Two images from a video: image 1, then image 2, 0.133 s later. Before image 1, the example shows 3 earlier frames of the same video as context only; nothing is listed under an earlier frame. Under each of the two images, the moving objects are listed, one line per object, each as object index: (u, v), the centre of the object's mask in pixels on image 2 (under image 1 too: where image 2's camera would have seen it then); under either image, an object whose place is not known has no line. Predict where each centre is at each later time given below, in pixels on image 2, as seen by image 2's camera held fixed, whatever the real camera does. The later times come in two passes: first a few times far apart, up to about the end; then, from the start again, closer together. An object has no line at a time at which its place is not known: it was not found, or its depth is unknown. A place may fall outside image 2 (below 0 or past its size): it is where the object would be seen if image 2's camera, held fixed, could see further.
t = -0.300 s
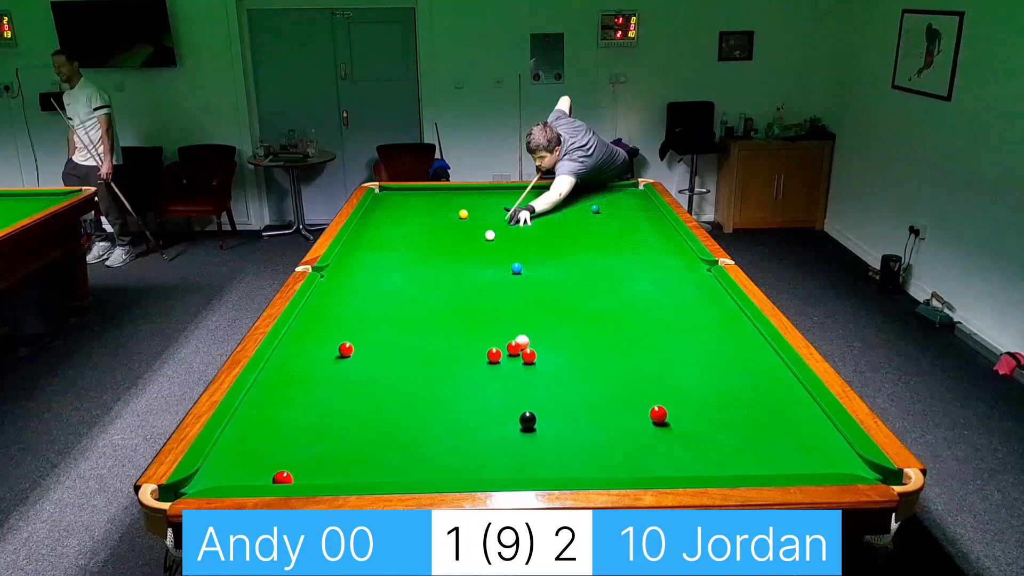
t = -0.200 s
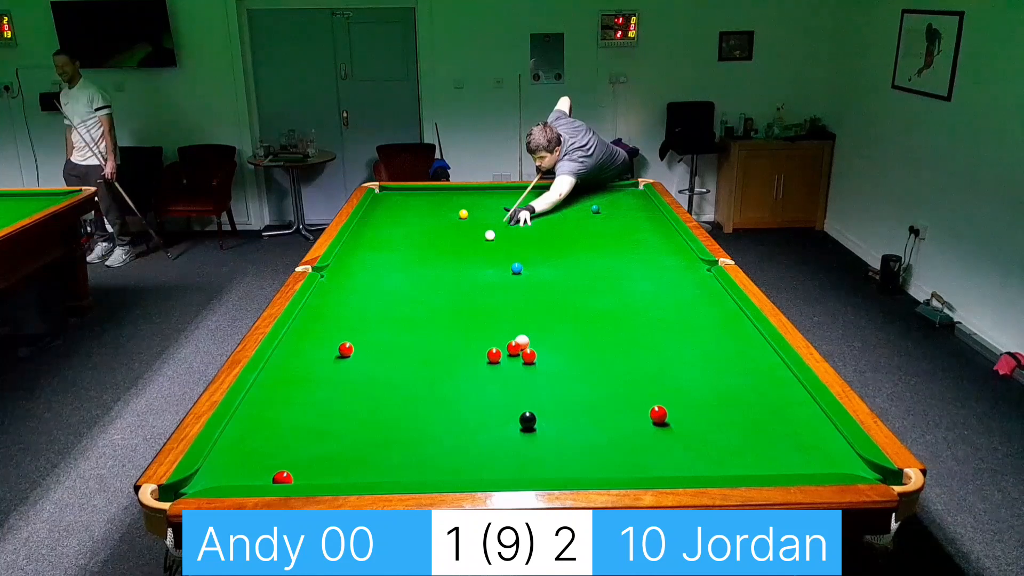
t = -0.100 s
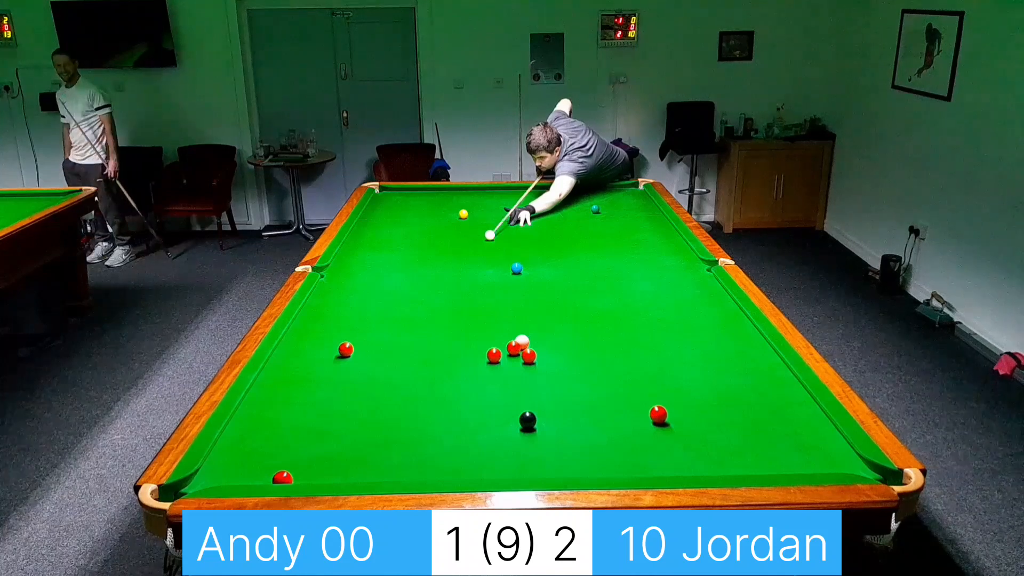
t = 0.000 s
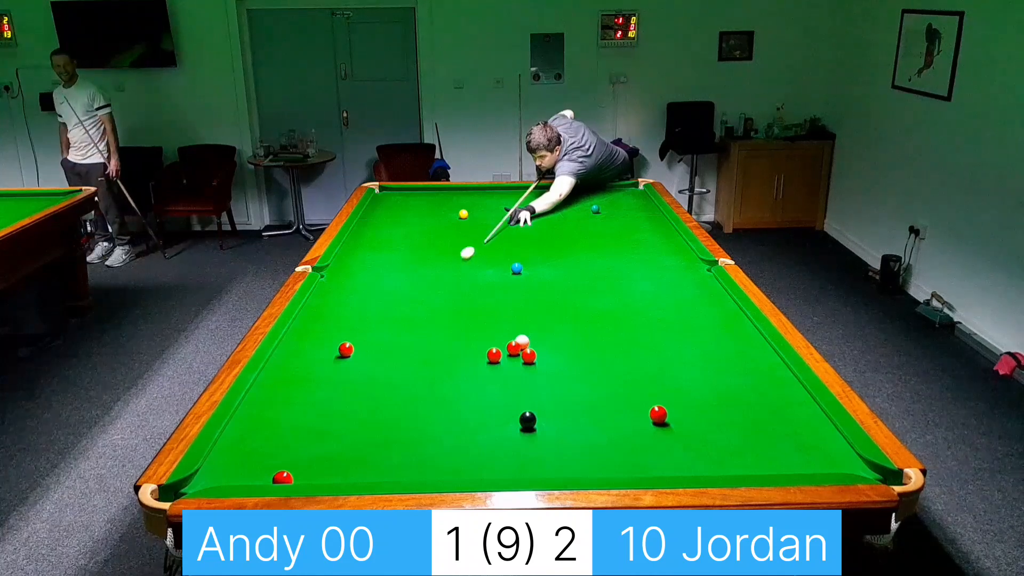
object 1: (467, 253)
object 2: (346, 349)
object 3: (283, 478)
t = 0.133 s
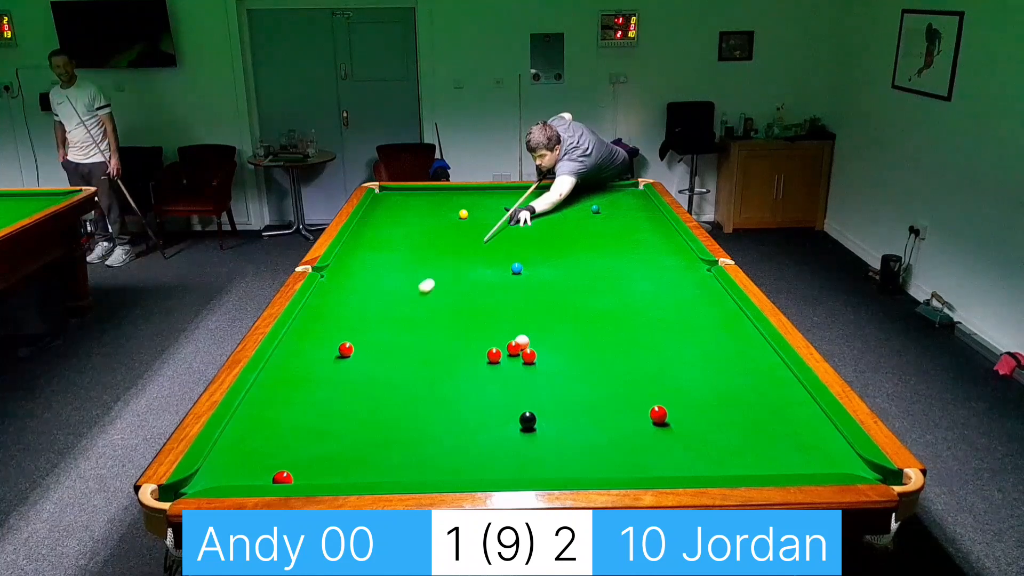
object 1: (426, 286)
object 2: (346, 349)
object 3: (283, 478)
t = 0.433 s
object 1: (361, 348)
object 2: (280, 391)
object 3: (283, 478)
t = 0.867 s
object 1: (375, 365)
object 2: (269, 463)
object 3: (344, 461)
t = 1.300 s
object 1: (390, 381)
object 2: (297, 428)
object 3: (442, 422)
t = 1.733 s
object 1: (404, 397)
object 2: (319, 400)
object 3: (520, 392)
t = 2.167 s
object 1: (419, 412)
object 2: (338, 379)
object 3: (584, 367)
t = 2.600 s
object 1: (432, 425)
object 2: (353, 361)
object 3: (638, 347)
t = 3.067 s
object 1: (444, 438)
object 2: (367, 346)
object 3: (686, 328)
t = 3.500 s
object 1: (454, 447)
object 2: (377, 334)
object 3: (725, 314)
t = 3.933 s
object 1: (462, 454)
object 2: (386, 325)
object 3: (712, 304)
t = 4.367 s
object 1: (467, 459)
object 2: (393, 319)
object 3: (684, 297)
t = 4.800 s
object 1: (470, 460)
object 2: (399, 313)
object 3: (660, 291)
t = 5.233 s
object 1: (470, 460)
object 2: (403, 310)
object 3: (641, 286)
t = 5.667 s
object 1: (470, 460)
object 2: (406, 308)
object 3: (626, 282)
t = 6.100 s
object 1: (470, 460)
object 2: (407, 307)
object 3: (615, 279)
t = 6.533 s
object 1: (470, 460)
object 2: (407, 307)
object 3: (606, 277)
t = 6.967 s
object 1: (470, 460)
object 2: (407, 307)
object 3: (600, 276)
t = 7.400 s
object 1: (470, 460)
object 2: (407, 307)
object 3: (597, 276)
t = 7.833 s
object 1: (470, 460)
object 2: (407, 307)
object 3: (597, 275)
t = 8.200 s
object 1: (470, 460)
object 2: (407, 307)
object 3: (597, 276)
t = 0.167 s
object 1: (415, 295)
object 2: (346, 349)
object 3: (283, 478)
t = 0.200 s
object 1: (403, 305)
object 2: (346, 349)
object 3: (283, 478)
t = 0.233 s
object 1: (390, 315)
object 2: (346, 349)
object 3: (283, 478)
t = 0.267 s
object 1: (376, 326)
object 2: (346, 349)
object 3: (283, 478)
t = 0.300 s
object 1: (362, 338)
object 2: (346, 349)
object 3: (283, 478)
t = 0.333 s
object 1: (356, 344)
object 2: (338, 354)
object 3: (283, 478)
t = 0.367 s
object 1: (358, 346)
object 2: (319, 366)
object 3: (283, 478)
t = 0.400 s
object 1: (359, 347)
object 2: (301, 378)
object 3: (283, 478)
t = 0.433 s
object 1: (361, 348)
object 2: (280, 391)
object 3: (283, 478)
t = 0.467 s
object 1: (362, 349)
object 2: (260, 404)
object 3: (283, 478)
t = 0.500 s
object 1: (363, 351)
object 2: (241, 418)
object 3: (283, 478)
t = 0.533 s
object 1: (364, 352)
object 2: (245, 430)
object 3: (283, 478)
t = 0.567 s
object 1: (365, 353)
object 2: (250, 440)
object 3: (283, 478)
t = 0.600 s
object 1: (366, 354)
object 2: (256, 452)
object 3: (283, 478)
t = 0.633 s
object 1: (367, 356)
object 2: (261, 463)
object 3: (283, 478)
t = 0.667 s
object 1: (368, 357)
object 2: (266, 473)
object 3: (283, 478)
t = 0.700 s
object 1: (370, 358)
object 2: (261, 478)
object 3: (295, 477)
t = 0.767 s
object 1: (372, 361)
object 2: (262, 474)
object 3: (317, 471)
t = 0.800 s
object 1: (373, 362)
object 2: (265, 470)
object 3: (328, 467)
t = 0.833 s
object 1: (374, 363)
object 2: (267, 466)
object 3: (336, 464)
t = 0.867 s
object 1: (375, 365)
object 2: (269, 463)
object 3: (344, 461)
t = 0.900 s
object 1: (376, 366)
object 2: (271, 460)
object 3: (353, 457)
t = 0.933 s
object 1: (378, 367)
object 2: (274, 457)
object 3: (361, 454)
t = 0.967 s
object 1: (379, 368)
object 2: (276, 454)
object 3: (369, 451)
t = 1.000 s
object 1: (380, 370)
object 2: (278, 451)
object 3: (377, 448)
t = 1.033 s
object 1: (381, 371)
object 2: (280, 449)
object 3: (385, 445)
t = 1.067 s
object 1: (382, 372)
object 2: (282, 446)
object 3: (392, 442)
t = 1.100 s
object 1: (383, 373)
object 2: (285, 443)
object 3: (400, 439)
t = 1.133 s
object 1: (384, 375)
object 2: (287, 440)
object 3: (407, 436)
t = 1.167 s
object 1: (385, 376)
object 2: (289, 438)
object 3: (414, 433)
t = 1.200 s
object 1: (386, 377)
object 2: (291, 436)
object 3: (421, 430)
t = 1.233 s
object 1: (388, 379)
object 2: (293, 433)
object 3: (428, 428)
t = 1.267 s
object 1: (389, 380)
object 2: (295, 431)
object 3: (435, 425)
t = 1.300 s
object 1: (390, 381)
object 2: (297, 428)
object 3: (442, 422)
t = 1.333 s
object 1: (391, 382)
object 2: (299, 426)
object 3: (449, 420)
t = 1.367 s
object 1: (392, 383)
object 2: (301, 424)
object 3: (455, 417)
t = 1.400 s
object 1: (393, 385)
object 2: (302, 422)
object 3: (462, 415)
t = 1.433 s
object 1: (394, 386)
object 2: (304, 419)
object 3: (468, 412)
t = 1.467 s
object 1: (396, 387)
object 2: (306, 417)
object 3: (474, 410)
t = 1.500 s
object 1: (397, 388)
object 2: (308, 415)
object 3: (480, 407)
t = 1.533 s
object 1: (398, 390)
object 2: (309, 413)
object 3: (486, 406)
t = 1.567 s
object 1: (399, 391)
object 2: (311, 411)
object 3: (492, 403)
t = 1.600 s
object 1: (400, 392)
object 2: (313, 408)
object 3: (498, 401)
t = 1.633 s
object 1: (401, 393)
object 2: (315, 406)
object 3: (504, 399)
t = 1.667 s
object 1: (402, 394)
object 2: (316, 405)
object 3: (509, 396)
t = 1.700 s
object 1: (403, 396)
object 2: (318, 403)
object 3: (515, 394)
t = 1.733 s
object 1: (404, 397)
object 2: (319, 400)
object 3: (520, 392)
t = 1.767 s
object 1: (405, 398)
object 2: (321, 399)
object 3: (526, 390)
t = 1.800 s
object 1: (407, 399)
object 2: (322, 397)
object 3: (531, 388)
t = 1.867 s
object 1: (409, 402)
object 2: (325, 393)
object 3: (541, 384)
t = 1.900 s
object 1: (410, 403)
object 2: (327, 392)
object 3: (546, 382)
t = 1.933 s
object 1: (411, 404)
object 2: (328, 390)
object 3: (552, 380)
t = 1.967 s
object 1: (412, 405)
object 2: (330, 388)
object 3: (556, 378)
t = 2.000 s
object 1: (413, 406)
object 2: (331, 387)
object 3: (561, 376)
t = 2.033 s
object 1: (414, 407)
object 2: (333, 385)
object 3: (566, 375)
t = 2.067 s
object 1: (415, 408)
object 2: (334, 383)
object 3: (570, 373)
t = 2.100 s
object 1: (416, 409)
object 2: (335, 382)
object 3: (575, 371)
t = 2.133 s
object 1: (418, 411)
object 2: (337, 380)
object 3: (580, 369)
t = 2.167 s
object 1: (419, 412)
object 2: (338, 379)
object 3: (584, 367)
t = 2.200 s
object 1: (420, 413)
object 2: (339, 377)
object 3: (589, 366)
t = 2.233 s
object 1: (421, 414)
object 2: (341, 375)
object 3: (593, 364)
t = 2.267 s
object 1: (422, 415)
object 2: (342, 374)
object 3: (597, 362)
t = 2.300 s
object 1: (423, 416)
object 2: (343, 373)
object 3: (602, 361)
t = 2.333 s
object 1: (424, 417)
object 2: (344, 371)
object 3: (606, 359)
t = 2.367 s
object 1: (425, 418)
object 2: (346, 370)
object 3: (610, 357)
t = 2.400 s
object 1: (426, 419)
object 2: (347, 368)
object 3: (614, 356)
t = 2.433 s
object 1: (427, 420)
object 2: (348, 367)
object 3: (618, 354)
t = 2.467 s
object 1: (428, 421)
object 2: (349, 366)
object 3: (622, 353)
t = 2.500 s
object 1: (429, 422)
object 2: (350, 364)
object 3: (626, 351)
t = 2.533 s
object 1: (430, 423)
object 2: (351, 363)
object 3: (630, 350)
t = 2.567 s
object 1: (431, 424)
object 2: (352, 362)
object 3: (634, 348)
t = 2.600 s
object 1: (432, 425)
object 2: (353, 361)
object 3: (638, 347)
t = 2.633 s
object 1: (433, 426)
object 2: (355, 359)
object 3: (641, 346)
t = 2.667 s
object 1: (434, 427)
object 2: (356, 358)
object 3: (645, 344)
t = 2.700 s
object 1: (435, 428)
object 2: (357, 357)
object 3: (649, 343)
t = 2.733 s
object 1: (436, 429)
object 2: (358, 356)
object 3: (652, 341)
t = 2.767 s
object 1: (436, 430)
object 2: (359, 355)
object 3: (656, 340)
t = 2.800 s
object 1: (437, 431)
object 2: (360, 354)
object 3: (659, 339)
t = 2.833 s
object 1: (438, 432)
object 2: (361, 353)
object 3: (663, 337)
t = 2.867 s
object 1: (439, 433)
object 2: (361, 352)
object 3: (666, 336)
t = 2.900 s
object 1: (440, 433)
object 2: (362, 350)
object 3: (670, 335)
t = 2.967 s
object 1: (442, 435)
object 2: (364, 349)
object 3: (677, 332)
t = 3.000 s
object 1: (443, 436)
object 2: (365, 348)
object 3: (680, 331)
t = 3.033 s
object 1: (443, 437)
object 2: (366, 346)
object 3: (684, 330)
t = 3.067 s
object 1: (444, 438)
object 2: (367, 346)
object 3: (686, 328)
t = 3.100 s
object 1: (445, 439)
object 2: (368, 345)
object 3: (690, 327)
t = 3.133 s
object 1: (446, 439)
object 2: (369, 344)
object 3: (693, 326)
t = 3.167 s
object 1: (447, 440)
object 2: (369, 343)
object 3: (696, 325)
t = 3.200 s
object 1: (448, 441)
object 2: (370, 342)
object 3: (699, 324)
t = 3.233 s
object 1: (448, 442)
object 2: (371, 341)
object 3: (702, 322)
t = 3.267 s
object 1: (449, 443)
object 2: (372, 340)
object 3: (705, 321)
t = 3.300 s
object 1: (450, 443)
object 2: (373, 339)
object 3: (708, 320)
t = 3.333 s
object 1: (451, 444)
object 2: (374, 338)
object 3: (711, 319)
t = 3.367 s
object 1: (451, 445)
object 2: (374, 337)
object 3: (714, 318)
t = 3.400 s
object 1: (452, 445)
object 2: (375, 337)
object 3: (717, 317)
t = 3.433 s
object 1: (453, 446)
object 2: (376, 336)
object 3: (719, 316)
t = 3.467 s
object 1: (454, 447)
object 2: (377, 335)
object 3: (722, 315)
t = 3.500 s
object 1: (454, 447)
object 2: (377, 334)
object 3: (725, 314)
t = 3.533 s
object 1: (455, 448)
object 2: (378, 334)
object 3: (728, 313)
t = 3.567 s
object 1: (456, 449)
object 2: (379, 333)
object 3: (731, 312)
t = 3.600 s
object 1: (456, 449)
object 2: (380, 332)
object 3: (733, 311)
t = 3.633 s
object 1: (457, 450)
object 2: (380, 331)
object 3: (735, 309)
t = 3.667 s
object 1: (457, 450)
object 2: (381, 331)
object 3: (733, 309)
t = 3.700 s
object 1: (458, 451)
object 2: (382, 330)
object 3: (730, 309)
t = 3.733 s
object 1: (459, 451)
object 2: (382, 329)
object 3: (727, 308)
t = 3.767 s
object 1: (459, 452)
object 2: (383, 329)
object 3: (725, 307)
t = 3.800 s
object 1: (460, 453)
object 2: (384, 328)
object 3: (722, 306)
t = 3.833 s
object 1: (460, 453)
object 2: (384, 327)
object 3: (720, 306)
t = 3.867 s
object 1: (461, 454)
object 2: (385, 327)
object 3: (717, 305)
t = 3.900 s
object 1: (462, 454)
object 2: (385, 326)
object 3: (715, 305)
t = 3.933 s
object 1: (462, 454)
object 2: (386, 325)
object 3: (712, 304)
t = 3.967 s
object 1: (462, 455)
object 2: (387, 325)
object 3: (710, 303)
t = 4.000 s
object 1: (463, 455)
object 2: (387, 324)
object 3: (707, 303)
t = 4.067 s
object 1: (464, 456)
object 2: (388, 323)
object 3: (703, 302)
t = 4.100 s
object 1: (464, 456)
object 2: (389, 323)
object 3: (700, 301)
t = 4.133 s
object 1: (465, 457)
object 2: (390, 322)
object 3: (698, 301)
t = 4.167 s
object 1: (465, 457)
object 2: (390, 322)
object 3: (696, 300)
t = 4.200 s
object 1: (465, 457)
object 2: (391, 321)
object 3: (694, 300)
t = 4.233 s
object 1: (466, 458)
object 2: (391, 321)
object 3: (692, 299)
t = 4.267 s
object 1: (466, 458)
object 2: (392, 320)
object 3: (690, 298)
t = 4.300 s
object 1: (467, 458)
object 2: (392, 320)
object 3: (688, 298)
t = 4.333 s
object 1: (467, 458)
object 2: (393, 319)
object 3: (686, 298)
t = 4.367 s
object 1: (467, 459)
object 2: (393, 319)
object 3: (684, 297)
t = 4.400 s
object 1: (467, 459)
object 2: (394, 318)
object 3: (682, 296)
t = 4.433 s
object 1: (468, 459)
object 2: (394, 318)
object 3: (680, 296)
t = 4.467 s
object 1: (468, 459)
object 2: (395, 317)
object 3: (678, 296)
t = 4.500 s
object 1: (468, 459)
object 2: (395, 317)
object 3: (676, 295)
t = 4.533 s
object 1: (469, 459)
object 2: (396, 316)
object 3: (674, 295)
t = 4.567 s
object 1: (469, 460)
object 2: (396, 316)
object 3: (672, 294)
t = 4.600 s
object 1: (469, 460)
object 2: (396, 316)
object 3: (671, 294)
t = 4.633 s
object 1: (469, 460)
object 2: (397, 315)
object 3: (668, 293)
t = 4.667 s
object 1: (470, 460)
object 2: (397, 315)
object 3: (667, 293)
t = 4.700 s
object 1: (470, 460)
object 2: (398, 315)
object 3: (665, 292)
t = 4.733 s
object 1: (470, 460)
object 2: (398, 314)
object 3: (664, 292)
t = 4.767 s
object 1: (470, 460)
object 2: (398, 314)
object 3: (662, 291)
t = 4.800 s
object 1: (470, 460)
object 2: (399, 313)
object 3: (660, 291)
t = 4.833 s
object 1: (470, 460)
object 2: (399, 313)
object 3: (659, 291)
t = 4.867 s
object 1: (470, 460)
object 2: (400, 313)
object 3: (657, 290)
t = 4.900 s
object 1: (470, 460)
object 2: (400, 313)
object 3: (656, 290)
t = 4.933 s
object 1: (470, 460)
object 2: (400, 312)
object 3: (654, 289)
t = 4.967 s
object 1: (470, 460)
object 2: (401, 312)
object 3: (653, 289)
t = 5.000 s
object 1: (470, 460)
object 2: (401, 312)
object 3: (651, 289)
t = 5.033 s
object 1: (470, 460)
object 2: (401, 311)
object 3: (650, 288)
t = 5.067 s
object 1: (470, 460)
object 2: (402, 311)
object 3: (648, 288)
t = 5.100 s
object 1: (470, 460)
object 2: (402, 311)
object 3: (647, 288)
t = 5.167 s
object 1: (470, 460)
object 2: (403, 310)
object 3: (644, 287)
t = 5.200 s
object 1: (470, 460)
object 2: (403, 310)
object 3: (643, 286)
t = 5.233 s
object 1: (470, 460)
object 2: (403, 310)
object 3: (641, 286)
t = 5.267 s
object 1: (470, 460)
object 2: (403, 310)
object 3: (640, 286)
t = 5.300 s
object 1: (470, 460)
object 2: (404, 309)
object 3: (639, 285)
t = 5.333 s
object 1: (470, 460)
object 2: (404, 309)
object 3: (638, 285)
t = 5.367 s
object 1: (470, 460)
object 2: (404, 309)
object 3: (636, 285)
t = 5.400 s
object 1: (470, 460)
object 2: (404, 309)
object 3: (635, 285)
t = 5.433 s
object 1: (470, 460)
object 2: (405, 309)
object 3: (634, 284)
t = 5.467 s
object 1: (470, 460)
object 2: (405, 309)
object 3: (633, 284)
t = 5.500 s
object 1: (470, 460)
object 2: (405, 308)
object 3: (632, 284)
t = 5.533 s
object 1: (470, 460)
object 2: (405, 308)
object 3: (630, 283)
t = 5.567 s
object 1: (470, 460)
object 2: (405, 308)
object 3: (630, 283)
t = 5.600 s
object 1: (470, 460)
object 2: (406, 308)
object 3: (628, 283)
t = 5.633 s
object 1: (470, 460)
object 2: (406, 308)
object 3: (627, 282)
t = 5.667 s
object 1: (470, 460)
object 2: (406, 308)
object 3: (626, 282)
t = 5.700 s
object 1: (470, 460)
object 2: (406, 308)
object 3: (625, 282)
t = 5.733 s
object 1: (470, 460)
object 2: (406, 307)
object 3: (624, 282)
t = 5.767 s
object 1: (470, 460)
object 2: (406, 307)
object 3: (623, 281)
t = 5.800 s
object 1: (470, 460)
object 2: (406, 307)
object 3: (622, 281)
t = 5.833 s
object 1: (470, 460)
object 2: (407, 307)
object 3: (621, 281)
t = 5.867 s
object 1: (470, 460)
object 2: (407, 307)
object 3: (620, 281)
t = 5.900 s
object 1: (470, 460)
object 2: (407, 307)
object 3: (620, 280)
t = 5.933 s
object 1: (470, 460)
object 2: (407, 307)
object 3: (619, 280)
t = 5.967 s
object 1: (470, 460)
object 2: (407, 307)
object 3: (618, 280)
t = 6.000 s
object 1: (470, 460)
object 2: (407, 307)
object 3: (617, 280)
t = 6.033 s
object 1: (470, 460)
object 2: (407, 307)
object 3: (616, 280)
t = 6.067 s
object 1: (470, 460)
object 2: (407, 307)
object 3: (616, 279)
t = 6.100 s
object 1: (470, 460)
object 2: (407, 307)
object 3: (615, 279)
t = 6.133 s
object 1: (470, 460)
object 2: (407, 307)
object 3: (614, 279)
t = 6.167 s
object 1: (470, 460)
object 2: (407, 307)
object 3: (613, 279)
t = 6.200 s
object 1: (470, 460)
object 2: (407, 307)
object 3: (612, 279)
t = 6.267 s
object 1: (470, 460)
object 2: (407, 307)
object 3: (611, 278)
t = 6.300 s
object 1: (470, 460)
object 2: (407, 307)
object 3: (610, 278)
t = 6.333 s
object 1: (470, 460)
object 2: (407, 307)
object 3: (610, 278)
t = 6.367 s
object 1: (470, 460)
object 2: (407, 307)
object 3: (609, 278)
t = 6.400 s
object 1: (470, 460)
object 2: (407, 307)
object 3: (608, 278)
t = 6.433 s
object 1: (470, 460)
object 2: (407, 307)
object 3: (608, 278)
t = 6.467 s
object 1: (470, 460)
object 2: (407, 307)
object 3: (607, 278)
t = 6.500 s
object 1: (470, 460)
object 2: (407, 307)
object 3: (606, 277)
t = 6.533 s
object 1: (470, 460)
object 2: (407, 307)
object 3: (606, 277)
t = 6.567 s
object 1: (470, 460)
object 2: (407, 307)
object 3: (605, 277)
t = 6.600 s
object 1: (470, 460)
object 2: (407, 307)
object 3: (605, 277)
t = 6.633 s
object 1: (470, 460)
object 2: (407, 307)
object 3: (604, 277)
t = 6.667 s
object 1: (470, 460)
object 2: (407, 307)
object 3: (604, 277)
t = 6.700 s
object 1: (470, 460)
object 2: (407, 307)
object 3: (603, 277)
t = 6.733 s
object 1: (470, 460)
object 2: (407, 307)
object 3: (603, 277)
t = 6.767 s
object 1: (470, 460)
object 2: (407, 307)
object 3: (602, 276)
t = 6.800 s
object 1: (470, 460)
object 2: (407, 307)
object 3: (602, 277)
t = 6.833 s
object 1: (470, 460)
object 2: (407, 307)
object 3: (602, 277)
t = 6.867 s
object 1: (470, 460)
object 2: (407, 307)
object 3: (601, 277)
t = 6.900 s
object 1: (470, 460)
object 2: (407, 307)
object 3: (601, 276)
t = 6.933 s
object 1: (470, 460)
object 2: (407, 307)
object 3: (600, 276)
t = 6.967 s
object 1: (470, 460)
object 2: (407, 307)
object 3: (600, 276)
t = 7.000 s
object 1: (470, 460)
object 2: (407, 307)
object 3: (600, 276)
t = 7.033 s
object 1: (470, 460)
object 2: (407, 307)
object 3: (599, 276)
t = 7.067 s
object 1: (470, 460)
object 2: (407, 307)
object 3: (599, 276)
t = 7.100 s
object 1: (470, 460)
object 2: (407, 307)
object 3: (599, 276)
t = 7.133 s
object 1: (470, 460)
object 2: (407, 307)
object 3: (599, 276)
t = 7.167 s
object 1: (470, 460)
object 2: (407, 307)
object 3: (598, 276)
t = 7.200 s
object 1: (470, 460)
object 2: (407, 307)
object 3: (598, 276)
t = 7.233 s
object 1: (470, 460)
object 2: (407, 307)
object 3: (598, 276)
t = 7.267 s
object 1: (470, 460)
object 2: (407, 307)
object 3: (598, 276)
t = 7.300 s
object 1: (470, 460)
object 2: (407, 307)
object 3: (597, 276)
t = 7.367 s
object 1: (470, 460)
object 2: (407, 307)
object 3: (597, 276)
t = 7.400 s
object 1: (470, 460)
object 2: (407, 307)
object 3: (597, 276)
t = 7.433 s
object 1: (470, 460)
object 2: (407, 307)
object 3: (597, 276)
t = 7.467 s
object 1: (470, 460)
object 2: (407, 307)
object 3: (597, 276)
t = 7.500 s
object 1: (470, 460)
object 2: (407, 307)
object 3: (597, 275)
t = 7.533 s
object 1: (470, 460)
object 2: (407, 307)
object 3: (597, 276)
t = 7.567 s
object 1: (470, 460)
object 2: (407, 307)
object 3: (597, 275)
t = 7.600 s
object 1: (470, 460)
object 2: (407, 307)
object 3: (597, 275)
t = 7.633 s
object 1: (470, 460)
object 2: (407, 307)
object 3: (597, 275)
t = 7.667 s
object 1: (470, 460)
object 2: (407, 307)
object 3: (597, 275)
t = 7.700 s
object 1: (470, 460)
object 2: (407, 307)
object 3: (597, 276)
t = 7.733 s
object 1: (470, 460)
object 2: (407, 307)
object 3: (597, 276)
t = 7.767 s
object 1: (470, 460)
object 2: (407, 307)
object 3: (597, 275)
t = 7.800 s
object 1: (470, 460)
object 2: (407, 307)
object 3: (597, 275)
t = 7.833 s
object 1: (470, 460)
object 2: (407, 307)
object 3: (597, 275)
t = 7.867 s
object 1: (470, 460)
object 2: (407, 307)
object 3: (597, 276)
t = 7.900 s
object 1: (470, 460)
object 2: (407, 307)
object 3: (597, 275)
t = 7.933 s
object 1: (470, 460)
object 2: (407, 307)
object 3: (597, 275)
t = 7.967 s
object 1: (470, 460)
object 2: (407, 307)
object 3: (597, 276)
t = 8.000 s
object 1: (470, 460)
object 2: (407, 307)
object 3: (597, 275)
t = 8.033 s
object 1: (470, 460)
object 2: (407, 307)
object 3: (597, 275)
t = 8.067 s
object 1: (470, 460)
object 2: (407, 307)
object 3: (597, 275)
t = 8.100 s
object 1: (470, 460)
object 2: (407, 307)
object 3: (597, 275)
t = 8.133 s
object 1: (470, 460)
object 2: (407, 307)
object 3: (597, 275)
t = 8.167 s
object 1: (470, 460)
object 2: (407, 307)
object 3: (597, 275)
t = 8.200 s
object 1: (470, 460)
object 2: (407, 307)
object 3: (597, 276)
